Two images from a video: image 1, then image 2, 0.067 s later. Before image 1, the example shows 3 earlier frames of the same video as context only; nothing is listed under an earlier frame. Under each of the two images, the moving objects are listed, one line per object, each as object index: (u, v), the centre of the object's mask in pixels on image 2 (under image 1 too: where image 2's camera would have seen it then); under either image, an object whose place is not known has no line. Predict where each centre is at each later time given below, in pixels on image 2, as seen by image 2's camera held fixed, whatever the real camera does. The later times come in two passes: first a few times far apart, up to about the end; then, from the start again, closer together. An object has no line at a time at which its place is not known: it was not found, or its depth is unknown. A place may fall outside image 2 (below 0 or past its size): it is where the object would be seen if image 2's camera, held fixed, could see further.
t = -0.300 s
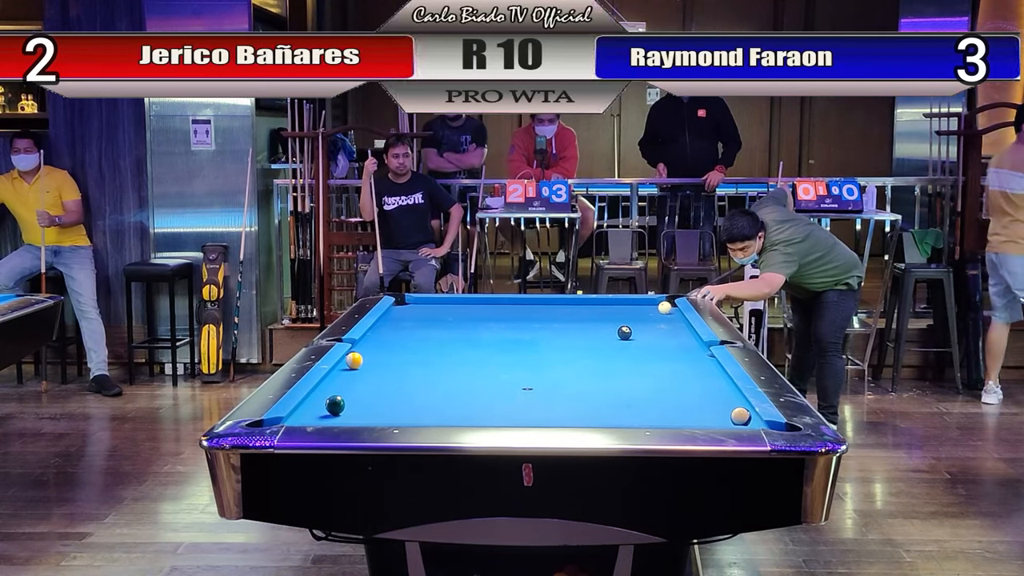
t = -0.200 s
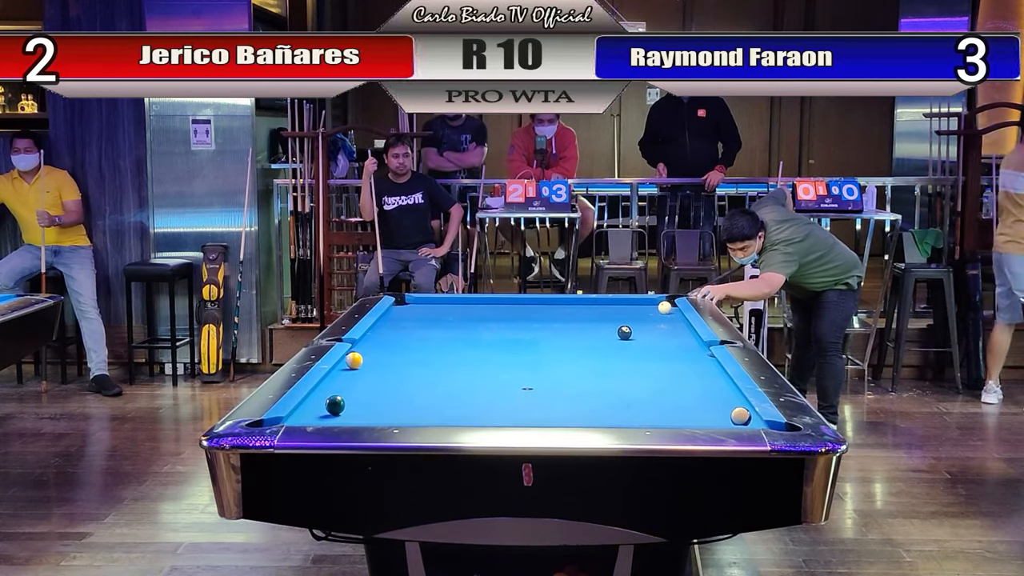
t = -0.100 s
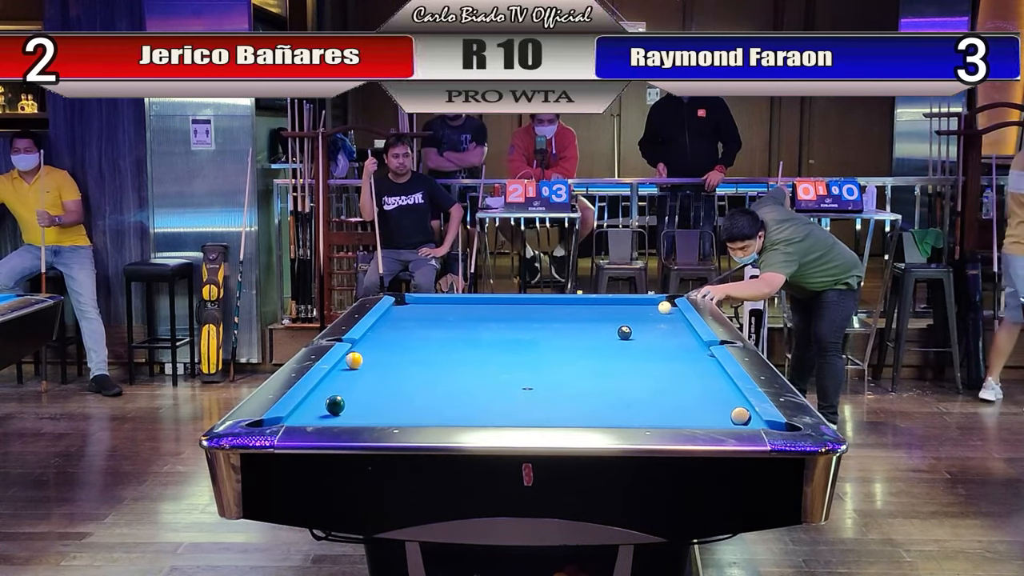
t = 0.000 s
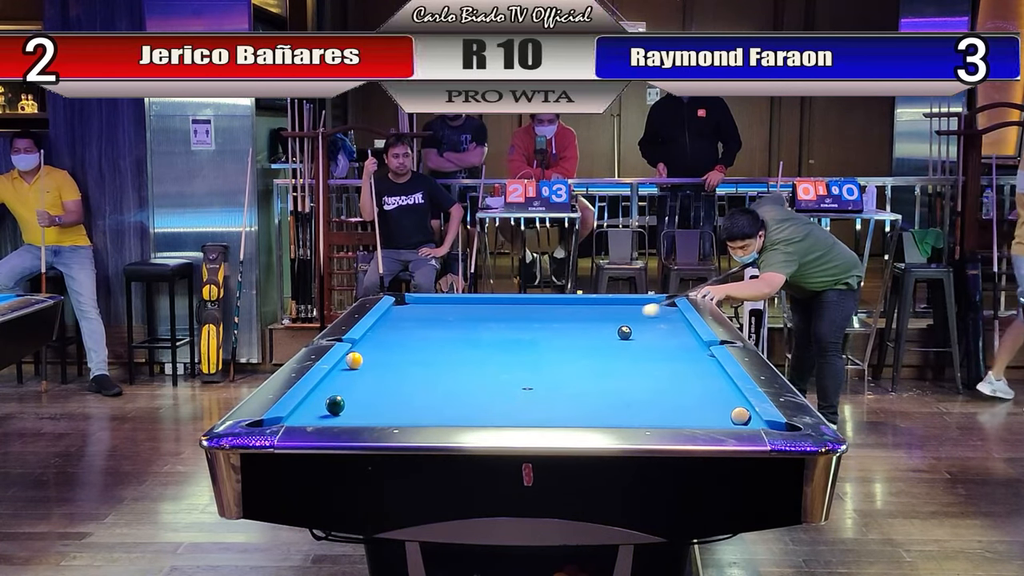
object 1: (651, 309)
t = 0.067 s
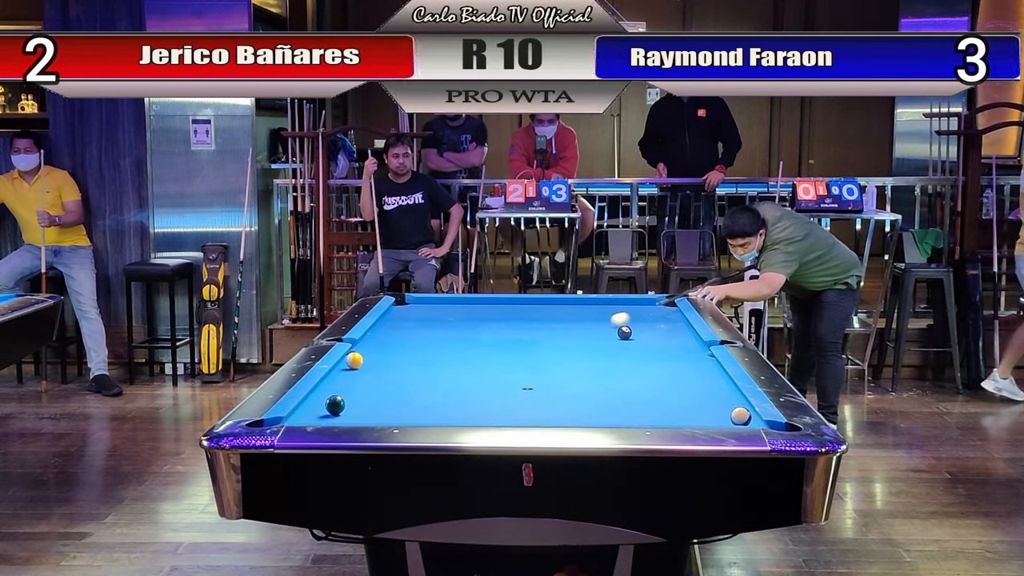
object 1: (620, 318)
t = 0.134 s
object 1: (587, 329)
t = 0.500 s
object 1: (338, 396)
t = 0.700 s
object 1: (361, 399)
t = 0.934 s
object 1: (415, 406)
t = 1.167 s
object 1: (459, 415)
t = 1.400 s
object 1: (504, 419)
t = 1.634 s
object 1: (546, 416)
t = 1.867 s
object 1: (584, 412)
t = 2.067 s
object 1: (614, 407)
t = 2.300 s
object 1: (647, 402)
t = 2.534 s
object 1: (677, 397)
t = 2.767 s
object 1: (705, 392)
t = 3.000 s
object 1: (727, 388)
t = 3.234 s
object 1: (709, 384)
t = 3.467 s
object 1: (692, 380)
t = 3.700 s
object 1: (677, 377)
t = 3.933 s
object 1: (663, 374)
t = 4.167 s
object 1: (651, 372)
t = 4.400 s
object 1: (640, 369)
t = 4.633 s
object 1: (630, 367)
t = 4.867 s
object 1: (622, 365)
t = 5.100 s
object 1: (614, 364)
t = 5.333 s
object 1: (607, 362)
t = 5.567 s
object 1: (601, 361)
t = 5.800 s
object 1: (597, 360)
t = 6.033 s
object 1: (593, 359)
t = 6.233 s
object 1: (589, 360)
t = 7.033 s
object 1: (588, 357)
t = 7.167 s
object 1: (586, 358)
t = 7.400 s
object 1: (586, 357)
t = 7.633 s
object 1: (586, 357)
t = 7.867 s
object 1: (586, 358)
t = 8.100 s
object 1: (586, 358)
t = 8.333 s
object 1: (586, 358)
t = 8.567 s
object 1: (586, 358)
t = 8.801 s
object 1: (586, 358)
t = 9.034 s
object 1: (586, 358)
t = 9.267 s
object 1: (586, 358)
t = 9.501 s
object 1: (586, 358)
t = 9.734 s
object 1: (586, 358)
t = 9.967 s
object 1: (586, 358)
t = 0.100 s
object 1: (603, 324)
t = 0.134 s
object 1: (587, 329)
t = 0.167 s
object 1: (570, 334)
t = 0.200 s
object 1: (551, 339)
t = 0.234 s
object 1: (532, 345)
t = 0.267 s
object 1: (512, 350)
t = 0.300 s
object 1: (490, 356)
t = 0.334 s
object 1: (467, 363)
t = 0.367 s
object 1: (444, 371)
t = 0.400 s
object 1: (419, 377)
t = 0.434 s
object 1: (392, 385)
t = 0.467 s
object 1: (364, 393)
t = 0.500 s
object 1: (338, 396)
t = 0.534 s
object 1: (321, 398)
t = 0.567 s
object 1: (317, 399)
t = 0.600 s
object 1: (329, 399)
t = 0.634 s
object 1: (340, 399)
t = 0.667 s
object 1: (351, 399)
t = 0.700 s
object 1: (361, 399)
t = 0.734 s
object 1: (370, 400)
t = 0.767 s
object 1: (379, 401)
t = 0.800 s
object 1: (387, 401)
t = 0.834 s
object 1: (395, 402)
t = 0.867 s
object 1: (402, 404)
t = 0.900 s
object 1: (408, 405)
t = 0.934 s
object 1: (415, 406)
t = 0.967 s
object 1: (421, 408)
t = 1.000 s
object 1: (427, 409)
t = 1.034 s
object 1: (433, 411)
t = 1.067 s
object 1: (439, 412)
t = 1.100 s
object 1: (446, 413)
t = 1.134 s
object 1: (452, 414)
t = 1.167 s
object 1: (459, 415)
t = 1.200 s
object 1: (465, 415)
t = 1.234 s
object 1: (472, 416)
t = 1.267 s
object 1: (478, 417)
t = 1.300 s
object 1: (485, 418)
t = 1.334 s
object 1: (492, 419)
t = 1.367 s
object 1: (498, 419)
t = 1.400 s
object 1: (504, 419)
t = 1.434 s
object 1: (510, 418)
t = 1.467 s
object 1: (516, 418)
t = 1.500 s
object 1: (523, 417)
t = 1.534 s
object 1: (529, 417)
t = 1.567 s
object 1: (535, 417)
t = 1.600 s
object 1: (541, 416)
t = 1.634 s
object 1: (546, 416)
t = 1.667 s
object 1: (551, 415)
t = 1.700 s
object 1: (557, 414)
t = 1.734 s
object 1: (563, 414)
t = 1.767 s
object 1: (568, 414)
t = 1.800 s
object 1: (573, 413)
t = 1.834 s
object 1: (579, 412)
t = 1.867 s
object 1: (584, 412)
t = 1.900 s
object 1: (589, 411)
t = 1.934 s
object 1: (595, 410)
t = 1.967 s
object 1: (600, 409)
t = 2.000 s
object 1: (604, 408)
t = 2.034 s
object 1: (609, 408)
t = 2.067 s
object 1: (614, 407)
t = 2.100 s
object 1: (619, 406)
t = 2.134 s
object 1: (624, 405)
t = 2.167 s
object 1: (629, 404)
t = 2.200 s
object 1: (633, 404)
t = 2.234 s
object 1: (638, 403)
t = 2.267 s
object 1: (642, 402)
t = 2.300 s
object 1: (647, 402)
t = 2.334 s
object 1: (651, 401)
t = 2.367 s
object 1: (656, 400)
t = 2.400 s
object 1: (660, 399)
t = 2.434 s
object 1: (664, 399)
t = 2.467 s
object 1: (669, 398)
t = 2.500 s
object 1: (673, 397)
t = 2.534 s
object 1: (677, 397)
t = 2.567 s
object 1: (681, 396)
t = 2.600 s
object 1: (685, 395)
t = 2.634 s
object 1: (689, 395)
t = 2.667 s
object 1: (693, 394)
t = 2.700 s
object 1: (697, 393)
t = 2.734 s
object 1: (701, 393)
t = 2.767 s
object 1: (705, 392)
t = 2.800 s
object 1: (709, 391)
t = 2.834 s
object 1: (712, 391)
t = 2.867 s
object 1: (716, 390)
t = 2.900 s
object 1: (720, 390)
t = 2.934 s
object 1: (724, 389)
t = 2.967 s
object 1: (727, 389)
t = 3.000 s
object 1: (727, 388)
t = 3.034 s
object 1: (724, 387)
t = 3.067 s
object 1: (722, 387)
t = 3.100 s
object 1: (719, 386)
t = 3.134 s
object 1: (716, 386)
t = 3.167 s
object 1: (714, 385)
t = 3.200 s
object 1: (711, 384)
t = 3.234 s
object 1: (709, 384)
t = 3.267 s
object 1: (706, 384)
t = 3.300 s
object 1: (704, 383)
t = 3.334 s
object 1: (701, 382)
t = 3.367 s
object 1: (699, 382)
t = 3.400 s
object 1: (696, 381)
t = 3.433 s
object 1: (694, 381)
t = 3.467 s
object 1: (692, 380)
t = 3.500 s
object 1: (690, 380)
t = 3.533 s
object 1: (687, 380)
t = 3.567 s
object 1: (685, 379)
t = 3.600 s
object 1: (683, 378)
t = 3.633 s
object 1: (681, 378)
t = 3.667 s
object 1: (679, 378)
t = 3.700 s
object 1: (677, 377)
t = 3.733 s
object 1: (675, 377)
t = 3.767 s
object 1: (673, 376)
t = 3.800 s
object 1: (671, 376)
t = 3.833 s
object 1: (669, 375)
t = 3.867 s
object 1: (667, 375)
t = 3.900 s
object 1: (665, 374)
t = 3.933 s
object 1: (663, 374)
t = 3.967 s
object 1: (661, 374)
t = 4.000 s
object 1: (660, 374)
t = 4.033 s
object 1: (658, 373)
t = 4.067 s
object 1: (656, 373)
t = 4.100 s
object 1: (654, 372)
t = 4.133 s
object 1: (653, 372)
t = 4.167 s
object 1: (651, 372)
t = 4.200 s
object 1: (650, 371)
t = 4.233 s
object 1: (648, 371)
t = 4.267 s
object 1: (647, 371)
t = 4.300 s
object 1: (645, 370)
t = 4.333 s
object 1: (643, 370)
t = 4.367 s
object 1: (642, 370)
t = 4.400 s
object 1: (640, 369)
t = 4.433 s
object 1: (639, 369)
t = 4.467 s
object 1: (637, 369)
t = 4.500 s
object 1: (636, 368)
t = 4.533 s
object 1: (635, 368)
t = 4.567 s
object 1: (633, 368)
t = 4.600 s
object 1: (632, 368)
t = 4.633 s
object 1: (630, 367)
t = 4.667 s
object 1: (629, 367)
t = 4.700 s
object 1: (628, 367)
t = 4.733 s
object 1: (626, 367)
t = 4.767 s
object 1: (625, 366)
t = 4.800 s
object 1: (624, 366)
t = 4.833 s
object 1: (623, 366)
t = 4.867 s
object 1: (622, 365)
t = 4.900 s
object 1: (620, 365)
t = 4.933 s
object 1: (619, 365)
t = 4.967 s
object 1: (618, 365)
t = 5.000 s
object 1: (617, 365)
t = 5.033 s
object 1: (616, 364)
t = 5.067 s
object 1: (615, 364)
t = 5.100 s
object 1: (614, 364)
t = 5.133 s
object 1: (613, 363)
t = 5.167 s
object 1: (612, 363)
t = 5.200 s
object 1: (611, 363)
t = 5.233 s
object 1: (610, 363)
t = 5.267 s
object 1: (609, 363)
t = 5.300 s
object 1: (608, 362)
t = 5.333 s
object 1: (607, 362)
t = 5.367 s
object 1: (606, 362)
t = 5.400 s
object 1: (605, 362)
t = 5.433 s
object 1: (605, 362)
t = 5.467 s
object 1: (604, 362)
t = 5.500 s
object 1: (603, 361)
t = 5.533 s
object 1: (602, 361)
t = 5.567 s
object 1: (601, 361)
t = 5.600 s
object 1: (601, 361)
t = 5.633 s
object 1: (600, 361)
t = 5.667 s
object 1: (599, 360)
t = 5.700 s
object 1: (599, 360)
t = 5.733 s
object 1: (598, 360)
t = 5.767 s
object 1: (598, 360)
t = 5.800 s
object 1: (597, 360)
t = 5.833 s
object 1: (596, 360)
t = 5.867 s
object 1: (596, 360)
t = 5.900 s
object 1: (595, 360)
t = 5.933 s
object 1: (595, 360)
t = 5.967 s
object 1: (594, 359)
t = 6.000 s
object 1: (594, 359)
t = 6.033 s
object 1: (593, 359)
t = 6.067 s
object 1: (593, 359)
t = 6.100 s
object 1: (592, 359)
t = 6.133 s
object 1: (592, 359)
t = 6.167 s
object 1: (591, 359)
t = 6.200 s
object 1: (591, 358)
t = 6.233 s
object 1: (589, 360)
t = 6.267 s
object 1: (591, 362)
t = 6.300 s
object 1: (587, 359)
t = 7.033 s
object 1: (588, 357)
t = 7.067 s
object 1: (586, 357)
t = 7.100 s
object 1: (586, 358)
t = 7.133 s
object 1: (586, 358)
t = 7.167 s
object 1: (586, 358)
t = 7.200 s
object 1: (586, 358)
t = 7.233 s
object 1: (586, 358)
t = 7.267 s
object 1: (586, 357)
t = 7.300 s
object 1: (586, 357)
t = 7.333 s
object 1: (586, 357)
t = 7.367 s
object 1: (586, 357)
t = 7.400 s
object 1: (586, 357)
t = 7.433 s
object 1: (586, 357)
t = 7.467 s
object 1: (586, 357)
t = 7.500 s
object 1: (586, 358)
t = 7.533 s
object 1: (586, 357)
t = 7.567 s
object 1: (586, 357)
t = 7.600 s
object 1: (586, 357)
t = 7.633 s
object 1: (586, 357)
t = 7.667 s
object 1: (586, 358)
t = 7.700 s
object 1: (586, 358)
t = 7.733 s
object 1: (586, 358)
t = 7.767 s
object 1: (586, 358)
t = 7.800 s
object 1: (586, 358)
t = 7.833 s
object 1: (586, 358)
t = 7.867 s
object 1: (586, 358)
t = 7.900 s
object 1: (586, 358)
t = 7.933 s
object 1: (586, 358)
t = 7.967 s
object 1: (586, 358)
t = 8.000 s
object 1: (586, 358)
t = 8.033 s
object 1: (586, 358)
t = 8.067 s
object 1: (586, 358)
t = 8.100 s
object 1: (586, 358)
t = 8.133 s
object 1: (586, 358)
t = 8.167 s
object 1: (586, 358)
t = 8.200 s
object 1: (586, 358)
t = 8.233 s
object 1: (586, 358)
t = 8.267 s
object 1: (586, 358)
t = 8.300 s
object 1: (586, 358)
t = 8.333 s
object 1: (586, 358)
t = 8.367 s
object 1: (586, 358)
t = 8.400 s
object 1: (586, 358)
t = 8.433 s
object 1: (586, 358)
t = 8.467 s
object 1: (586, 358)
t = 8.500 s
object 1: (586, 358)
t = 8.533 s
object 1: (586, 358)
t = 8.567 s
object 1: (586, 358)
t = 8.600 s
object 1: (586, 358)
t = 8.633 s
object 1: (586, 358)
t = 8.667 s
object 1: (586, 358)
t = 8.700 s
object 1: (586, 358)
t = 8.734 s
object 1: (586, 358)
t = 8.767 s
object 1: (586, 358)
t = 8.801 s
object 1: (586, 358)
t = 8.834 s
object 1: (586, 358)
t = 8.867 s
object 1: (586, 358)
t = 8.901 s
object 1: (586, 358)
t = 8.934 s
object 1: (586, 358)
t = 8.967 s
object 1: (586, 358)
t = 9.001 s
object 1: (586, 358)
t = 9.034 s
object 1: (586, 358)
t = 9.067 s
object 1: (586, 358)
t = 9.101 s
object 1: (586, 358)
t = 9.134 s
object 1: (586, 358)
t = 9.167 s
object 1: (586, 358)
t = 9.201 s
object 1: (586, 358)
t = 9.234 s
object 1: (586, 358)
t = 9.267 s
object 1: (586, 358)
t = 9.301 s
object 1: (586, 358)
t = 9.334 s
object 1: (586, 358)
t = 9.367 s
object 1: (586, 358)
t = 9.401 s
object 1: (586, 358)
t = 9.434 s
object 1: (586, 358)
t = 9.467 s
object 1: (586, 358)
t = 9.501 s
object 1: (586, 358)
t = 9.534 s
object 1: (586, 358)
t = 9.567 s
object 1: (586, 358)
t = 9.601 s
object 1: (586, 358)
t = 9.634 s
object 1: (586, 358)
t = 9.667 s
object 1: (586, 358)
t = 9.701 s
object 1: (586, 358)
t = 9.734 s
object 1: (586, 358)
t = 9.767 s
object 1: (586, 358)
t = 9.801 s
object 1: (586, 358)
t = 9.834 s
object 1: (586, 358)
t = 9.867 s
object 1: (586, 358)
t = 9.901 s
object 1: (586, 358)
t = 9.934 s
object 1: (586, 358)
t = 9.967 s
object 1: (586, 358)
